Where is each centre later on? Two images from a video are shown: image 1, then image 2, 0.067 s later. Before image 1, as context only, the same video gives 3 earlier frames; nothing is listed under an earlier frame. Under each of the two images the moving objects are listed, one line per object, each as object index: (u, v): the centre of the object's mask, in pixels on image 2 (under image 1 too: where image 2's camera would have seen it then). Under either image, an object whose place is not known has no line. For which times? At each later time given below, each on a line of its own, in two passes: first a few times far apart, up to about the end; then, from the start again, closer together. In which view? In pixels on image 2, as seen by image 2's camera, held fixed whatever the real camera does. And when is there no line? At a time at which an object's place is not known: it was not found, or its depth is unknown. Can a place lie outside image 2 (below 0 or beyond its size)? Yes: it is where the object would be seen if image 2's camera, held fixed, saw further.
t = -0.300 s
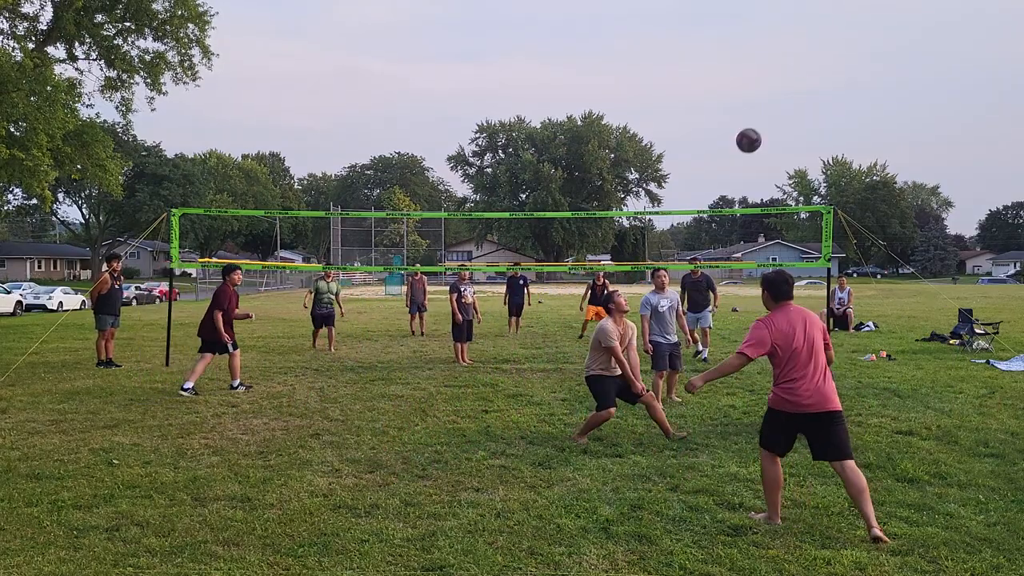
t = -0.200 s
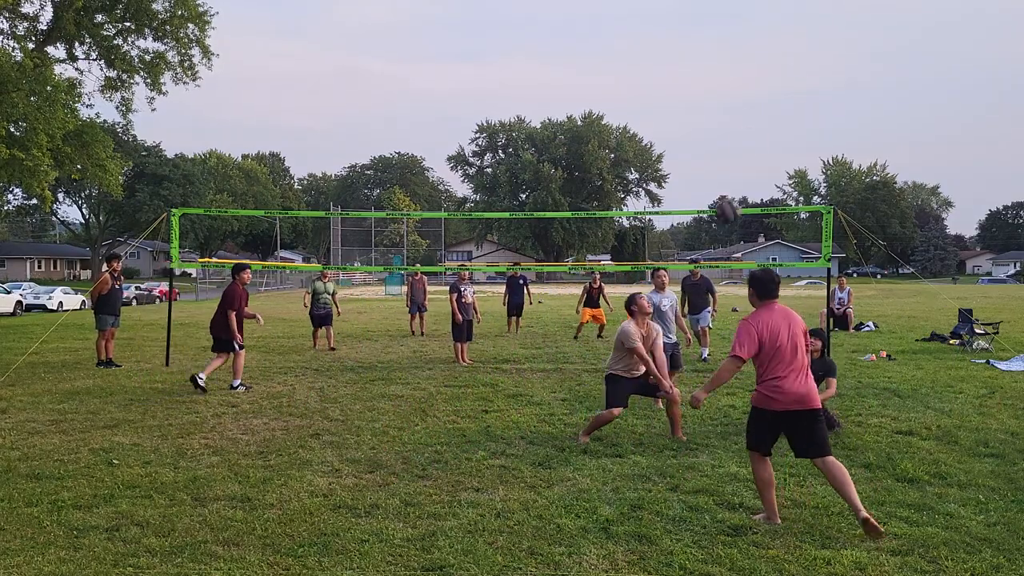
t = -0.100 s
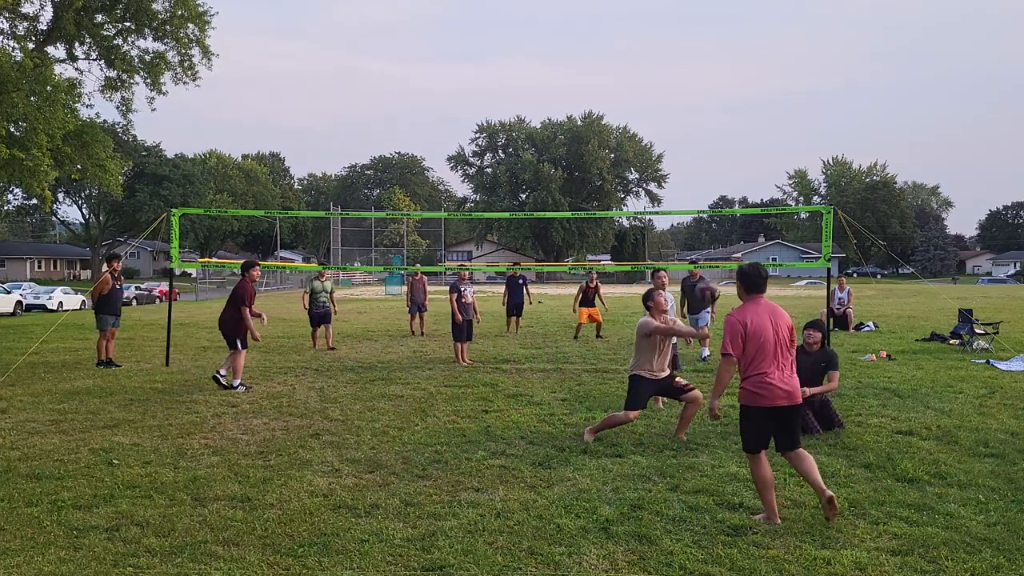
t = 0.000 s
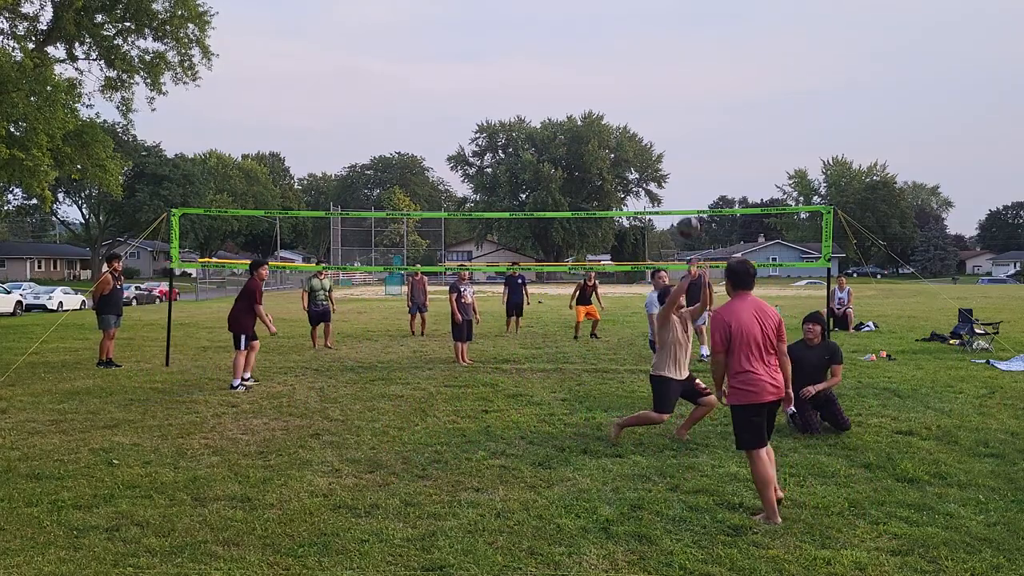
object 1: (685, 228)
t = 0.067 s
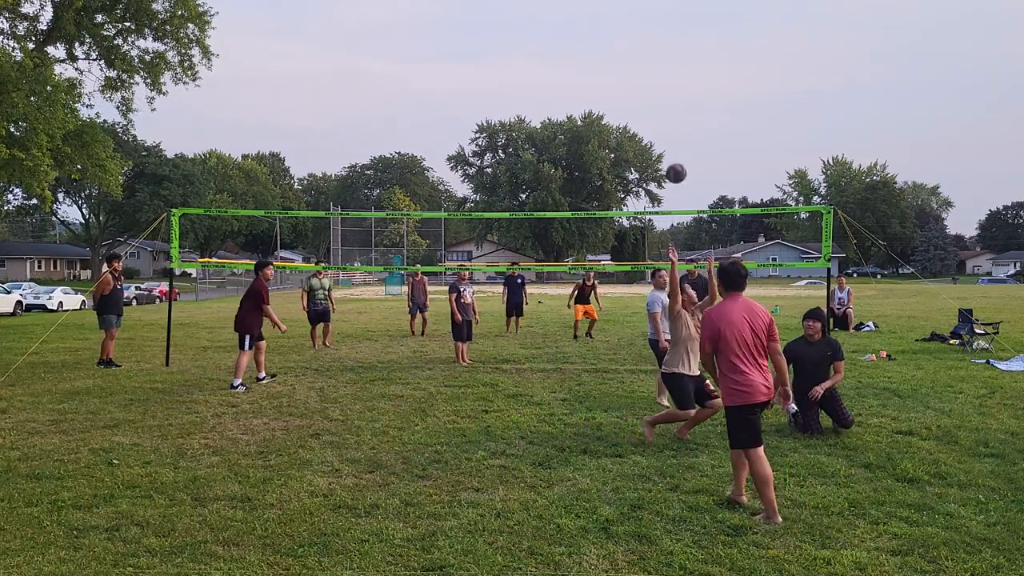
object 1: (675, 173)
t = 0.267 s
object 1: (647, 73)
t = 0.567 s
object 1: (619, 32)
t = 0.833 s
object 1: (602, 59)
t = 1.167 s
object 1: (589, 140)
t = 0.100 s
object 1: (669, 150)
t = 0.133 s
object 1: (664, 131)
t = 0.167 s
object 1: (659, 113)
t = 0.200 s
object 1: (655, 98)
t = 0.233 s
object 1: (650, 84)
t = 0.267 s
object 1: (647, 73)
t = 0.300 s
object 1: (642, 63)
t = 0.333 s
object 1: (640, 55)
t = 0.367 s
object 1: (636, 48)
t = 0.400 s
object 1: (633, 43)
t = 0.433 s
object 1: (630, 38)
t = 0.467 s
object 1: (627, 35)
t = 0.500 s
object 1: (624, 33)
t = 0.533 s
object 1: (621, 32)
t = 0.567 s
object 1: (619, 32)
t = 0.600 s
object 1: (616, 33)
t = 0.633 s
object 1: (614, 35)
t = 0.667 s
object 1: (612, 37)
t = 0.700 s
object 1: (610, 40)
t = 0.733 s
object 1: (607, 44)
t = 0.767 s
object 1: (605, 48)
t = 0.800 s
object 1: (604, 53)
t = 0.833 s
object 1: (602, 59)
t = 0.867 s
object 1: (600, 65)
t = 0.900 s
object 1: (599, 72)
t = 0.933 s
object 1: (597, 79)
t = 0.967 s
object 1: (596, 86)
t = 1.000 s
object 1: (595, 94)
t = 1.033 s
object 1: (593, 102)
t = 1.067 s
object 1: (592, 111)
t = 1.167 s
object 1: (589, 140)
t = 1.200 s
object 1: (588, 149)
